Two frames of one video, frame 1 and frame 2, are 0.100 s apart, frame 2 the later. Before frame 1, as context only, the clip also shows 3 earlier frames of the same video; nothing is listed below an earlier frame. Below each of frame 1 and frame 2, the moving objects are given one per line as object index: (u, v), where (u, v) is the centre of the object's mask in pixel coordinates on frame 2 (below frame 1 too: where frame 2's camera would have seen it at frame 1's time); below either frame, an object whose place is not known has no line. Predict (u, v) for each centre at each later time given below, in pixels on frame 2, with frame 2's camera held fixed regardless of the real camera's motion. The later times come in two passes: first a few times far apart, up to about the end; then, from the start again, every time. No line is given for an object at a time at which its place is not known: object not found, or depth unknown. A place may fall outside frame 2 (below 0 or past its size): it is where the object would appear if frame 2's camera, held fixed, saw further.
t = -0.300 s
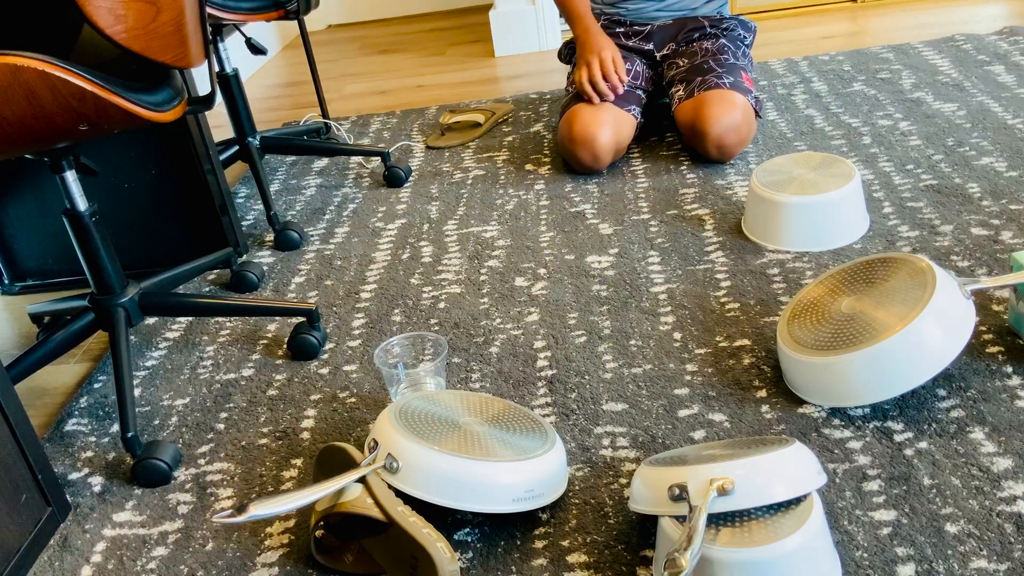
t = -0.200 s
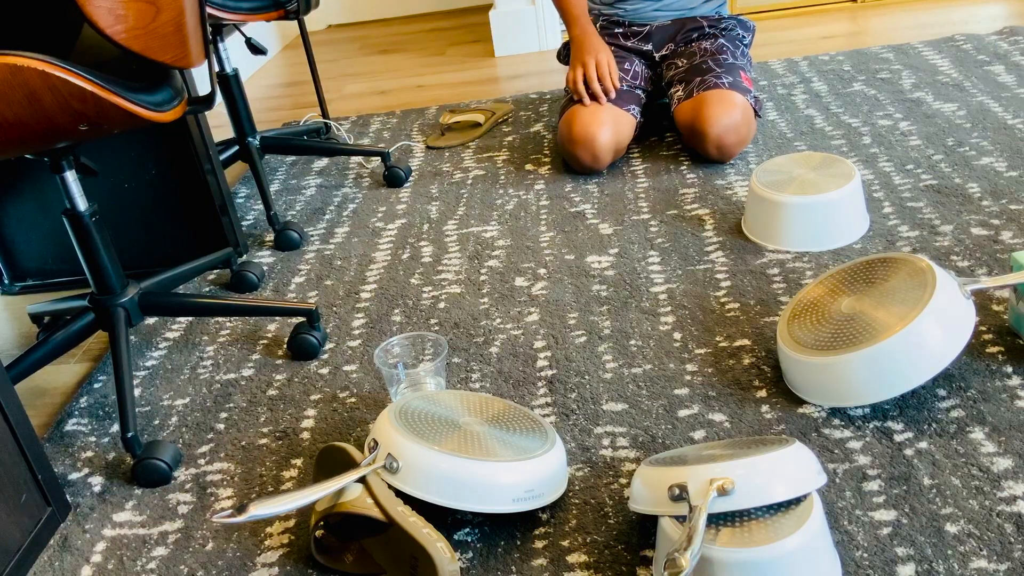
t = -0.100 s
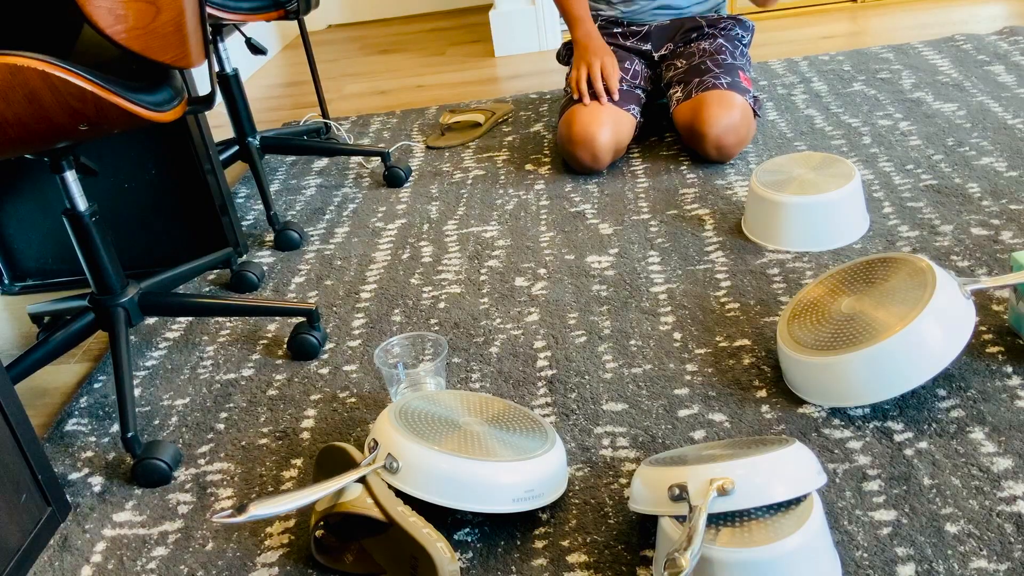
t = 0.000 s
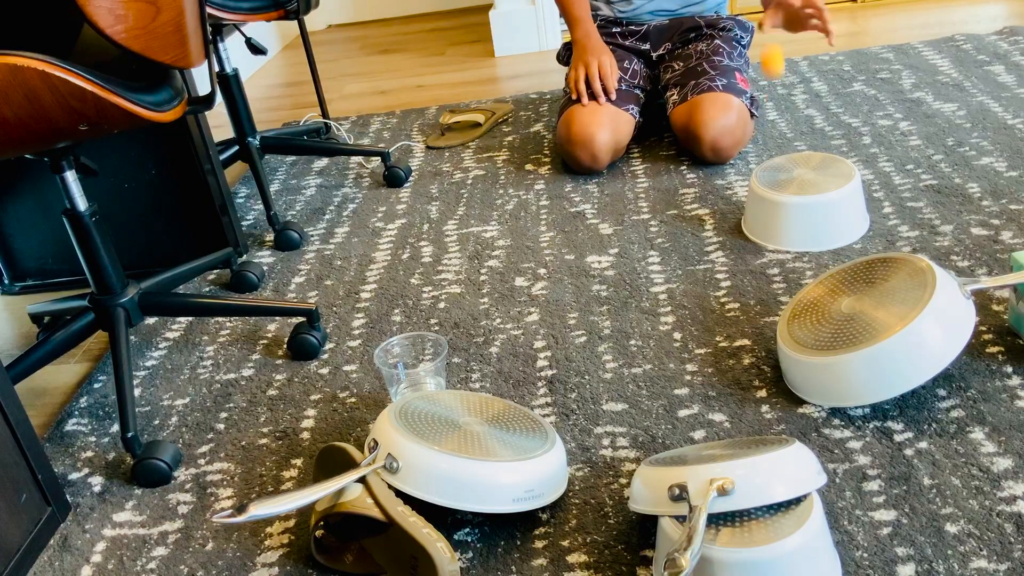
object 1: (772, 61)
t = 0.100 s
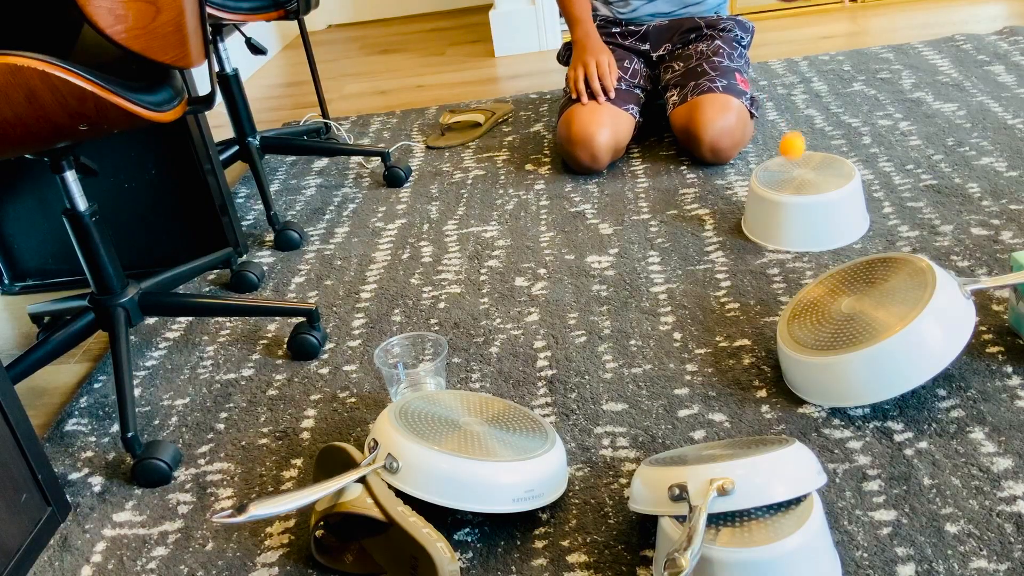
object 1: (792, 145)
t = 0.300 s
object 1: (812, 144)
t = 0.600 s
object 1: (713, 337)
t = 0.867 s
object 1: (506, 382)
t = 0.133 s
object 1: (795, 128)
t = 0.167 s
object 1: (798, 117)
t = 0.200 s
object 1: (801, 114)
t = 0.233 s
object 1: (804, 116)
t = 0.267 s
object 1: (808, 126)
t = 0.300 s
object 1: (812, 144)
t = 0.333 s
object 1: (816, 171)
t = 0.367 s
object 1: (819, 205)
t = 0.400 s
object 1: (824, 254)
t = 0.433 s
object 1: (821, 288)
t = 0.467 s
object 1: (801, 282)
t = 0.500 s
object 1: (780, 283)
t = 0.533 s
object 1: (757, 293)
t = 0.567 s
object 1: (735, 312)
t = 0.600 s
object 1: (713, 337)
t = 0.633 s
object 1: (689, 374)
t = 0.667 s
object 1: (667, 418)
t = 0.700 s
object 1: (640, 417)
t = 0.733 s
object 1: (610, 394)
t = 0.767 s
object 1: (581, 380)
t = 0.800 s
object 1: (554, 374)
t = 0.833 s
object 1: (529, 375)
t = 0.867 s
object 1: (506, 382)
